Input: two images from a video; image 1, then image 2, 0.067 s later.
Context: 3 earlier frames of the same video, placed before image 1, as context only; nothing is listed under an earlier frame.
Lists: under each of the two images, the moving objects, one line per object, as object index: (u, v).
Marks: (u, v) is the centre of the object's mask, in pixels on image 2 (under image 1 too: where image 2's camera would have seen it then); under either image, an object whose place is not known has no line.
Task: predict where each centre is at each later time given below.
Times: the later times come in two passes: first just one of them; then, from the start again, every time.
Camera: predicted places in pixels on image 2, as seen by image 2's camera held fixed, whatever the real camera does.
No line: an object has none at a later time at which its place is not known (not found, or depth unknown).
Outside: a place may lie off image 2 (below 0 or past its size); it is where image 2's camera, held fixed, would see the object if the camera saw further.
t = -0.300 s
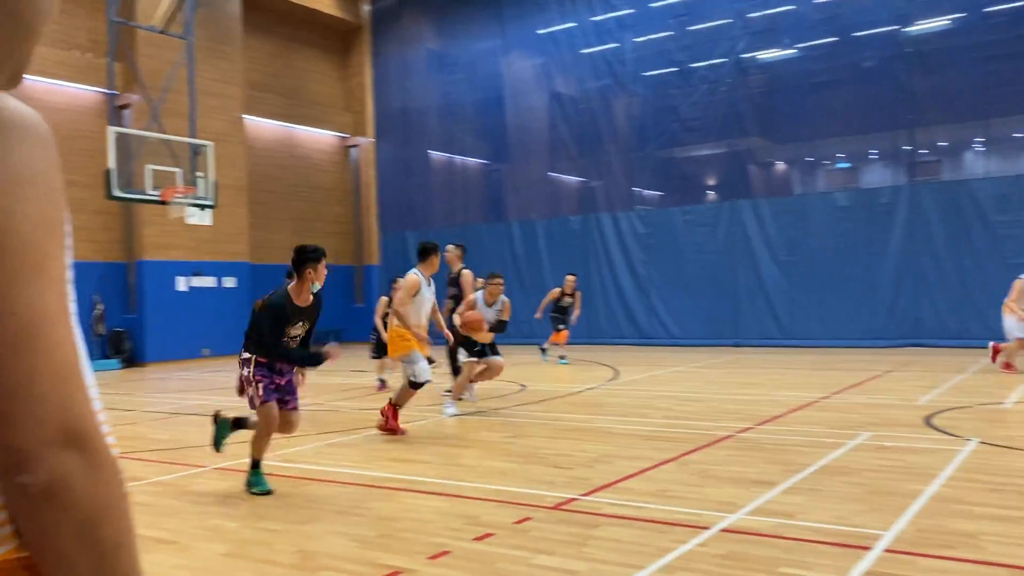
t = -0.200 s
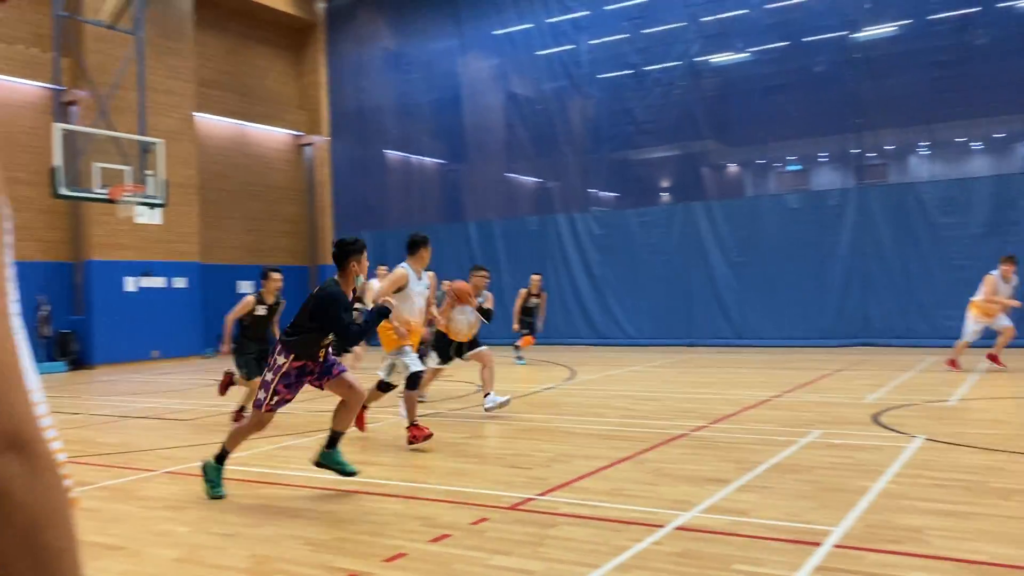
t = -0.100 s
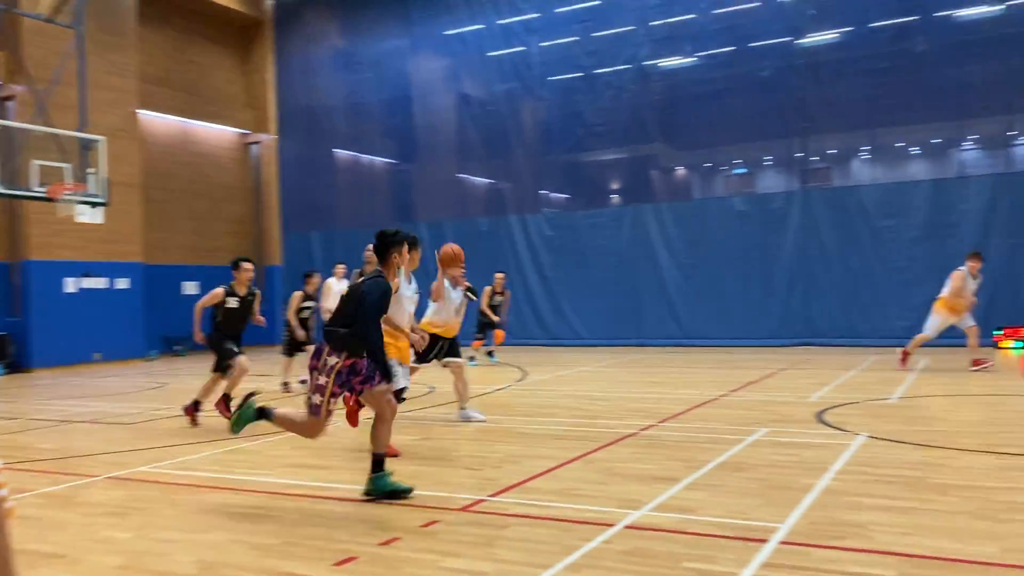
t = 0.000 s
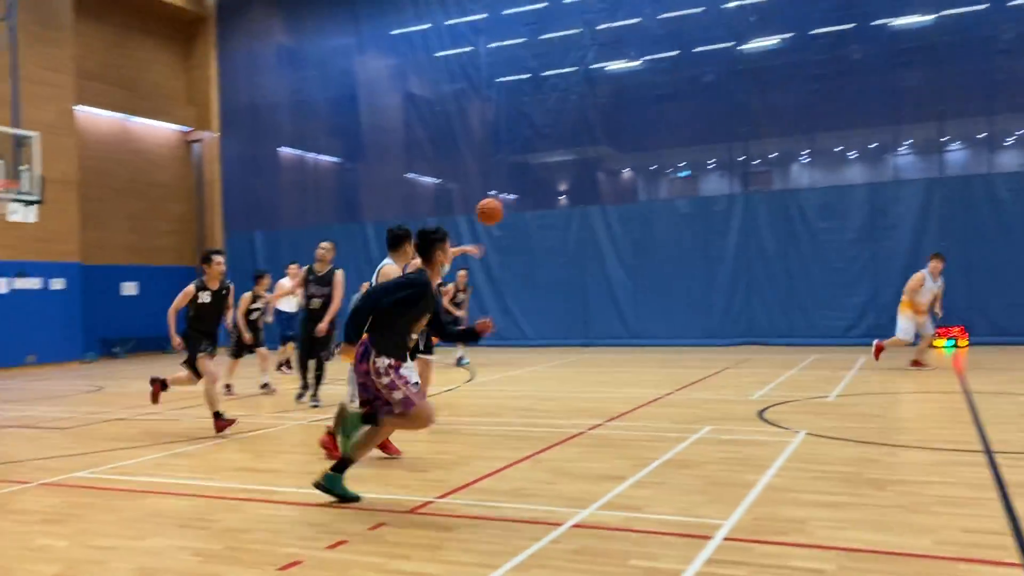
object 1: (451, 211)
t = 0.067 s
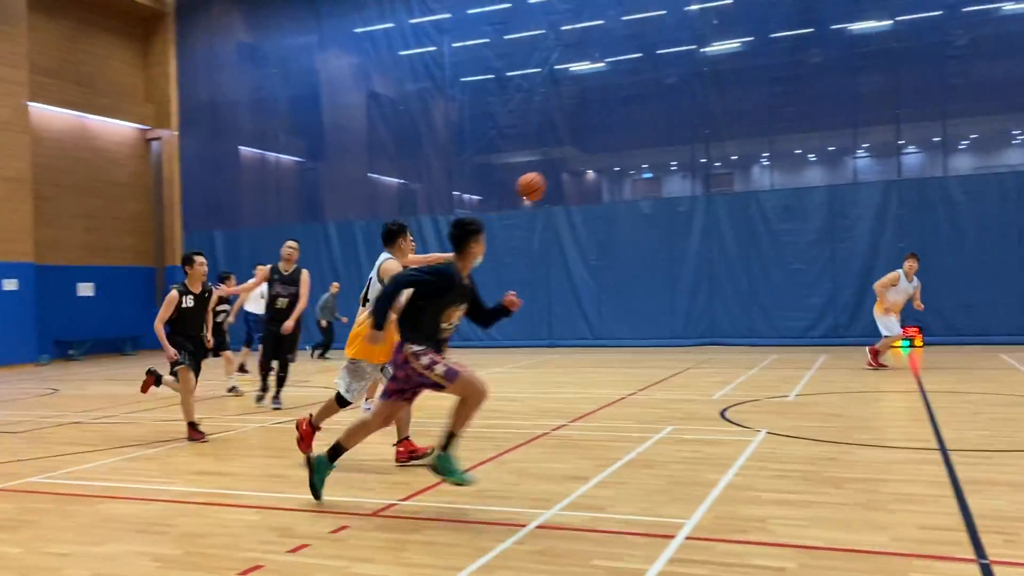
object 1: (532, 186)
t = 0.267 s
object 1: (797, 128)
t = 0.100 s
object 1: (572, 175)
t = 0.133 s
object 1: (614, 164)
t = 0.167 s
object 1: (658, 154)
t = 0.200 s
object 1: (702, 144)
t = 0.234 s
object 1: (748, 136)
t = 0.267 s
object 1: (797, 128)
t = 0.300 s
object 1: (847, 122)
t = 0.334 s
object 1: (900, 115)
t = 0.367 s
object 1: (954, 109)
